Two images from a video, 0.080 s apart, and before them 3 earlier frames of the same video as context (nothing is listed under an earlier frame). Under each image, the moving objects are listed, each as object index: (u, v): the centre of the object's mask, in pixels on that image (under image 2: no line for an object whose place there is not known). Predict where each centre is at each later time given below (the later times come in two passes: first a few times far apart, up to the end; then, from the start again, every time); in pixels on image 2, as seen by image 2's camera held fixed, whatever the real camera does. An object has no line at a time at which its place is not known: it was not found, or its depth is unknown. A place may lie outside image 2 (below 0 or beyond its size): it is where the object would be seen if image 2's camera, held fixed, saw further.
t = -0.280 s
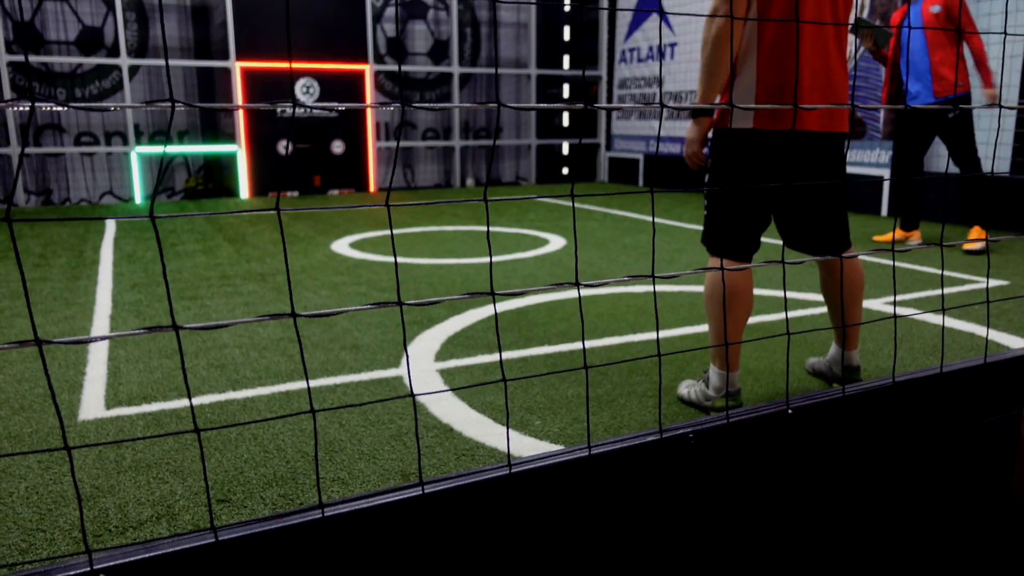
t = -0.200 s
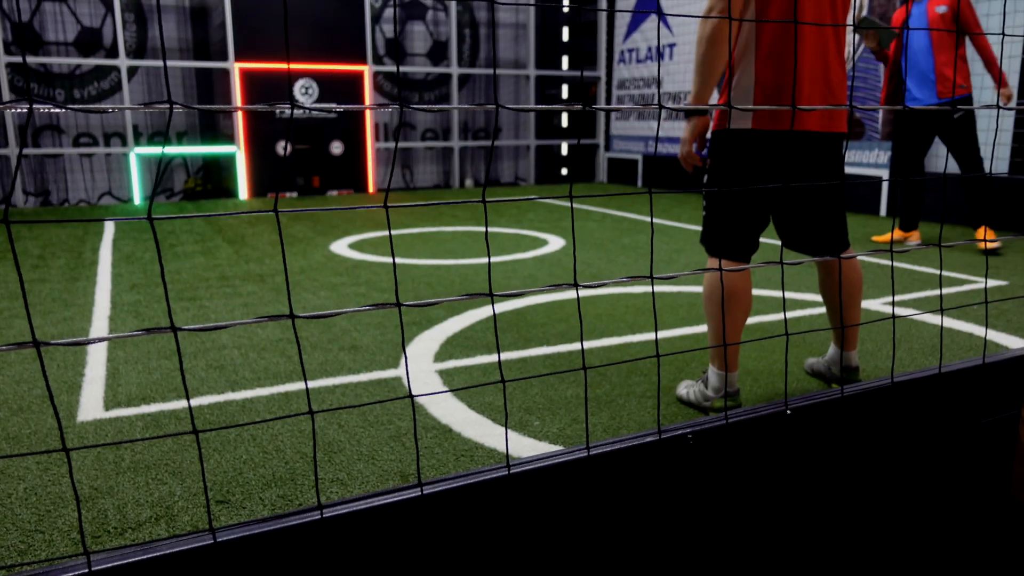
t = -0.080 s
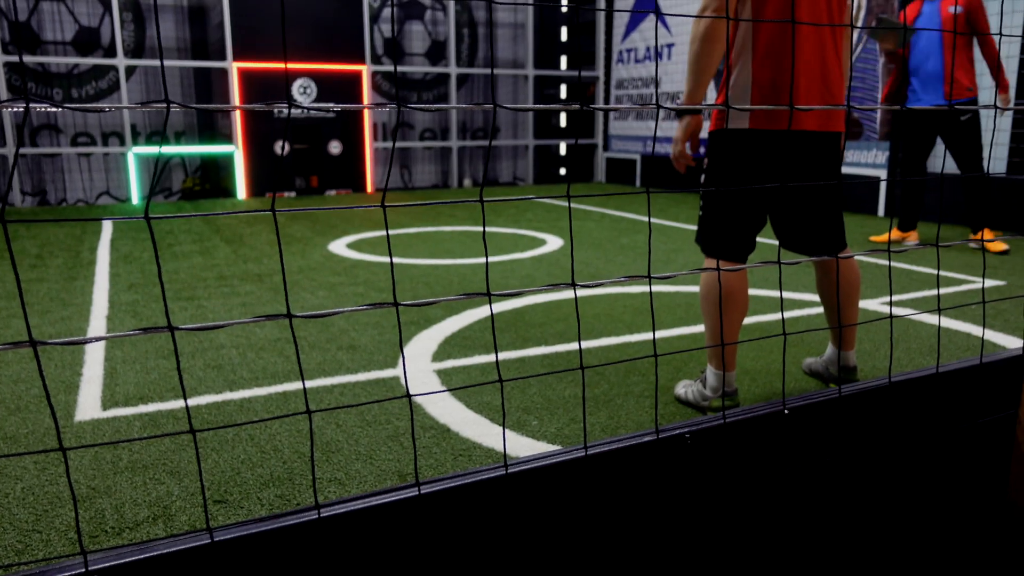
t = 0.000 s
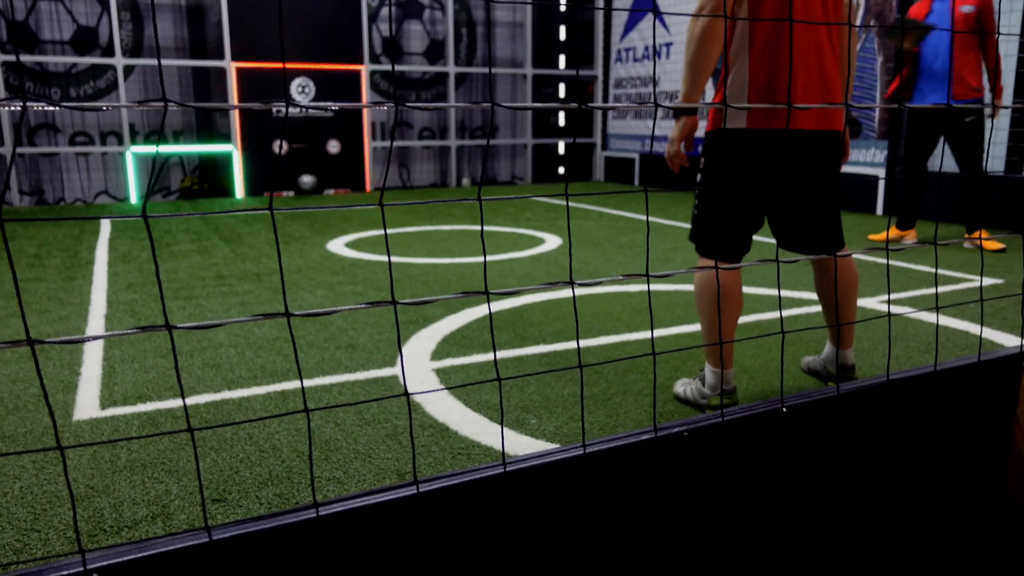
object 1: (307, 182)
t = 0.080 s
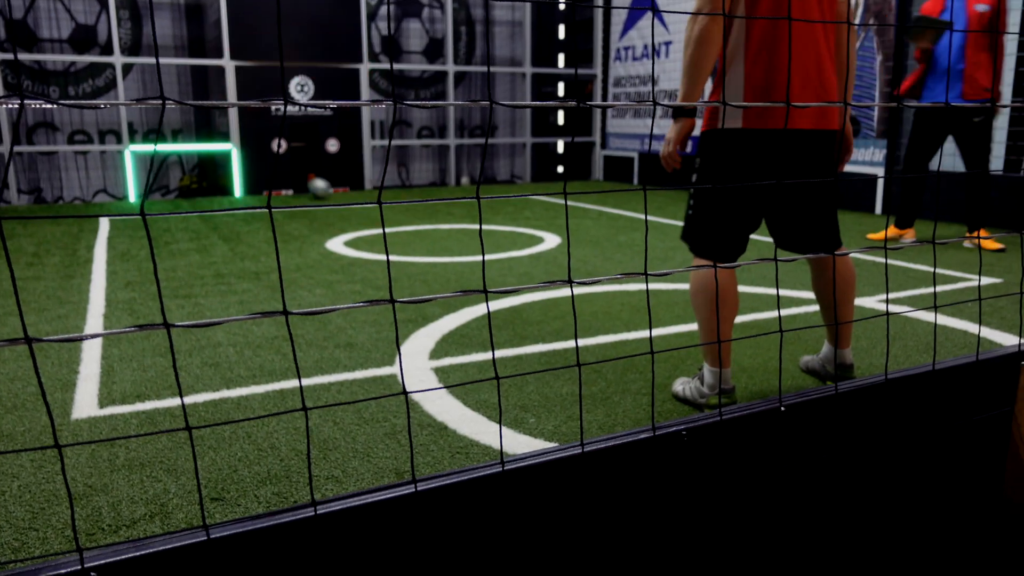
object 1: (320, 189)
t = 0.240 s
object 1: (352, 202)
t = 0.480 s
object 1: (417, 228)
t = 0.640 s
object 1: (470, 250)
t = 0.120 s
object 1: (327, 192)
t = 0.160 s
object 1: (336, 193)
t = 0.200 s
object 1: (344, 197)
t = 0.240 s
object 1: (352, 202)
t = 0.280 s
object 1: (362, 205)
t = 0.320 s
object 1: (371, 210)
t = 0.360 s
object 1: (381, 214)
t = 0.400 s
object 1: (394, 217)
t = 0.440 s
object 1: (404, 223)
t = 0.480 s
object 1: (417, 228)
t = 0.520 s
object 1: (429, 234)
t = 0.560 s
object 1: (442, 238)
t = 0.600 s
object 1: (456, 243)
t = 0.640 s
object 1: (470, 250)
